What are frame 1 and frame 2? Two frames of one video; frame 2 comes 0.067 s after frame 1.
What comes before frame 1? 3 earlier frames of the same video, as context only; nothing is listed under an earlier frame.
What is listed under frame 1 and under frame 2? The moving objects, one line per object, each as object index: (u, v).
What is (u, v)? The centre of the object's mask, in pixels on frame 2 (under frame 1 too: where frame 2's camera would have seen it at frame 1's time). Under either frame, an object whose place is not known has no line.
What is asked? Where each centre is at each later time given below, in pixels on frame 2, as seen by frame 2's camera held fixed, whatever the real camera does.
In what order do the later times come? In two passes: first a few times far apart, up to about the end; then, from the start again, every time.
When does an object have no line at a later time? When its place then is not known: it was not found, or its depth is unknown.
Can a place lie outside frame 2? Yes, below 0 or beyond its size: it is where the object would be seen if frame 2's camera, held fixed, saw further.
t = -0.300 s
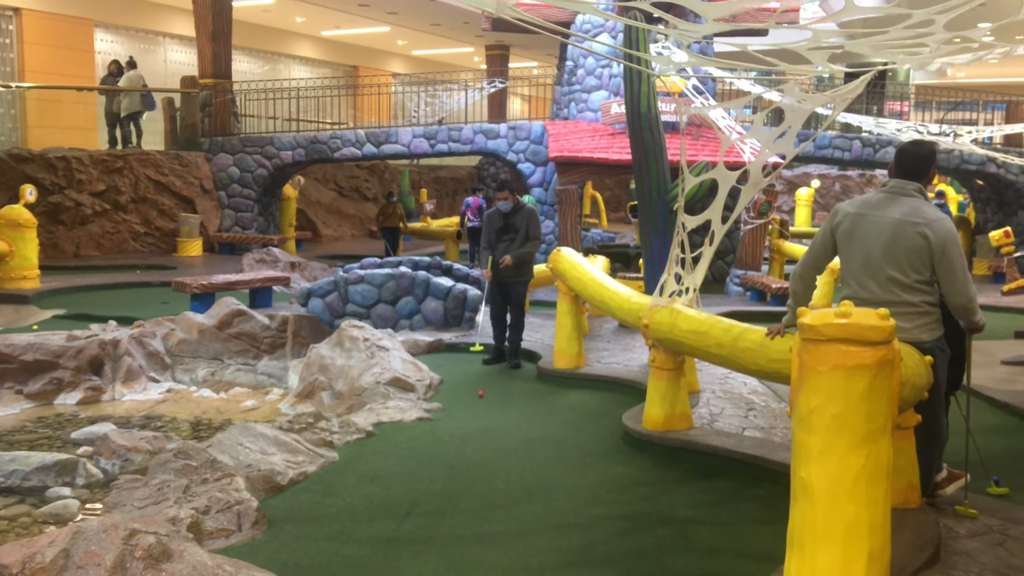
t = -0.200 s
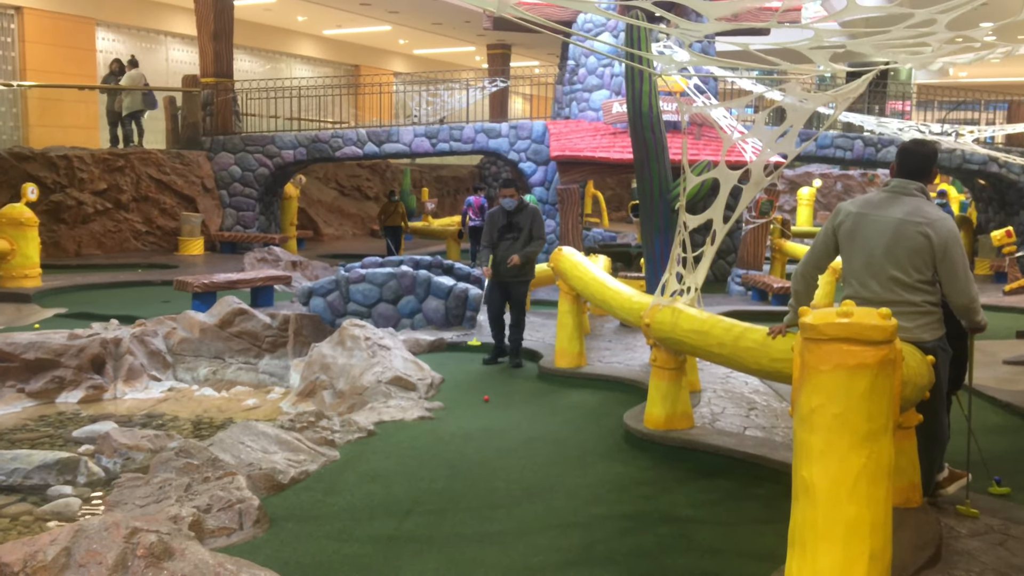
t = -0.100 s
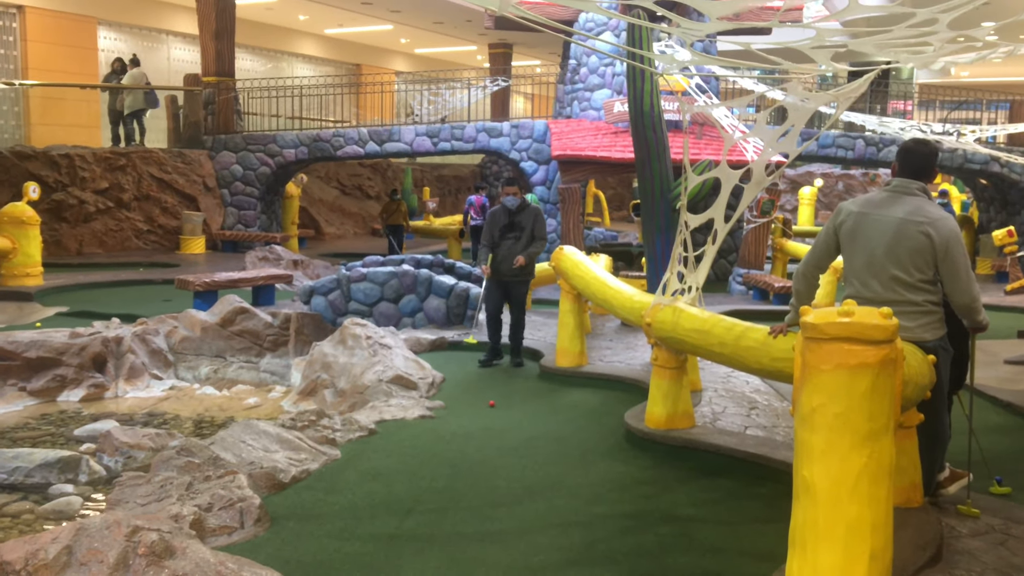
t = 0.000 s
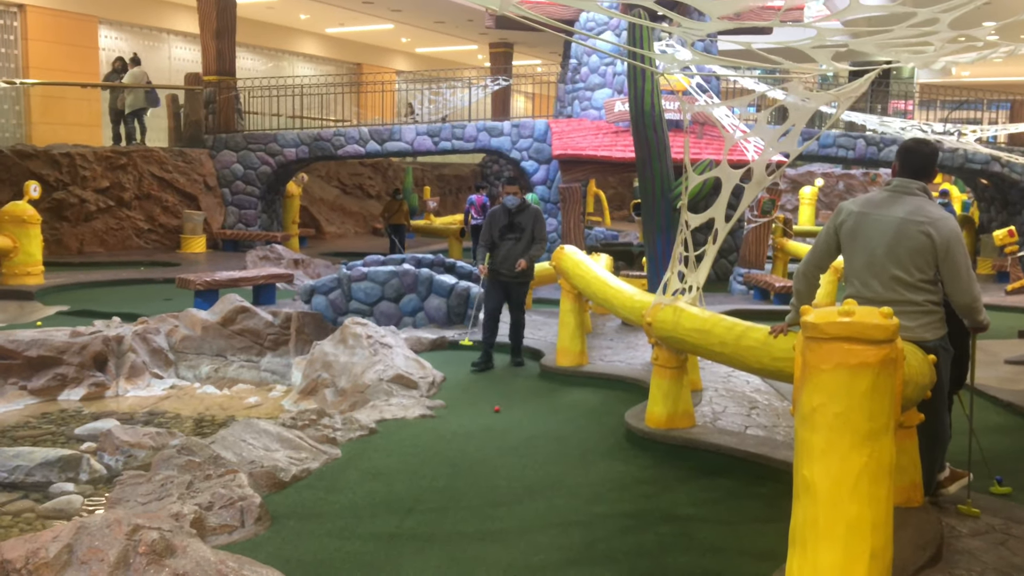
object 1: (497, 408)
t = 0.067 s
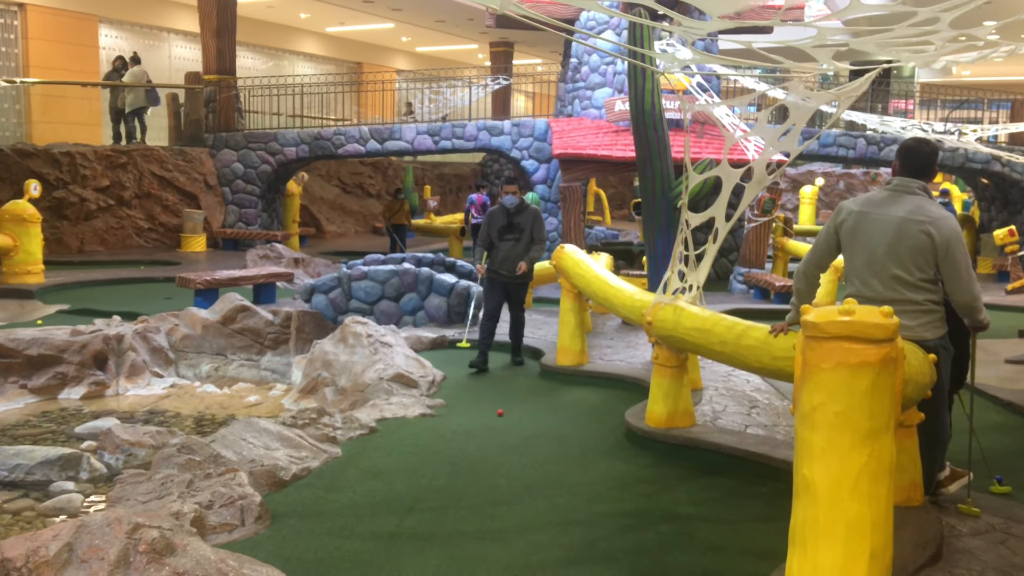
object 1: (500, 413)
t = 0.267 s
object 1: (511, 429)
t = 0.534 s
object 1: (530, 454)
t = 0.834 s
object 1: (558, 487)
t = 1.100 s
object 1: (586, 523)
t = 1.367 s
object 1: (617, 566)
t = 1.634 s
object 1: (645, 606)
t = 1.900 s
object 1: (667, 654)
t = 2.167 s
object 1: (688, 698)
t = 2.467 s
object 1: (703, 746)
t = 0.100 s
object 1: (502, 415)
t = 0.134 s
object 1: (503, 418)
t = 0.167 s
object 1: (505, 421)
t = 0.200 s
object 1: (507, 423)
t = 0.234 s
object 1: (509, 426)
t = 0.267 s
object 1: (511, 429)
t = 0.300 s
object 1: (513, 432)
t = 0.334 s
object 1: (515, 435)
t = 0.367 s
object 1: (517, 438)
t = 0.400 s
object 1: (520, 441)
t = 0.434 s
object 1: (522, 444)
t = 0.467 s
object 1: (525, 447)
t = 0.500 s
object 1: (528, 451)
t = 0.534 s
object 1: (530, 454)
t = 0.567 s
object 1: (533, 458)
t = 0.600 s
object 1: (535, 461)
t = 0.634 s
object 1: (539, 464)
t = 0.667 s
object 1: (542, 469)
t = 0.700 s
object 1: (545, 472)
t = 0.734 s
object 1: (548, 476)
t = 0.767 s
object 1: (551, 480)
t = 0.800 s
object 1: (555, 484)
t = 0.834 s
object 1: (558, 487)
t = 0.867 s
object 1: (562, 492)
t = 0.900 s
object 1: (565, 496)
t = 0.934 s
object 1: (569, 501)
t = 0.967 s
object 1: (572, 505)
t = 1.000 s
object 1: (576, 509)
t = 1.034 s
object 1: (580, 513)
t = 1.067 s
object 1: (583, 519)
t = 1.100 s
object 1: (586, 523)
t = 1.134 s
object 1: (590, 528)
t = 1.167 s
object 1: (593, 533)
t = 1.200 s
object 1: (598, 539)
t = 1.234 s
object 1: (601, 544)
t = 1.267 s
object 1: (605, 549)
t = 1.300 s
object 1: (609, 555)
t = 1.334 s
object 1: (613, 560)
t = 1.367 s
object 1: (617, 566)
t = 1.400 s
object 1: (621, 570)
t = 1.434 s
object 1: (624, 574)
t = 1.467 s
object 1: (627, 579)
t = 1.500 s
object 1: (631, 584)
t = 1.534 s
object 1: (634, 590)
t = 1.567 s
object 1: (638, 595)
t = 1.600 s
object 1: (641, 602)
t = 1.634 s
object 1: (645, 606)
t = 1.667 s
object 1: (647, 612)
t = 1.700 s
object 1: (650, 619)
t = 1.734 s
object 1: (654, 625)
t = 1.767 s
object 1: (656, 631)
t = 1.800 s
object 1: (659, 636)
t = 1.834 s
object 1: (662, 643)
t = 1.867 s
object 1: (664, 649)
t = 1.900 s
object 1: (667, 654)
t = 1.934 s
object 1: (670, 660)
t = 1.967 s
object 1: (673, 666)
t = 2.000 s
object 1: (675, 671)
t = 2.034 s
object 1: (678, 677)
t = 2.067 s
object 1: (681, 683)
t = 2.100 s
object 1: (683, 688)
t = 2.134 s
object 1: (685, 693)
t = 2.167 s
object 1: (688, 698)
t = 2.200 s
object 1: (689, 704)
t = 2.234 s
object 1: (692, 709)
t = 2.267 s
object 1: (693, 715)
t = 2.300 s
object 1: (695, 720)
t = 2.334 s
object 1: (697, 725)
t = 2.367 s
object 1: (698, 730)
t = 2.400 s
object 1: (700, 735)
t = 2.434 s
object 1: (701, 740)
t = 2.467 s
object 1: (703, 746)
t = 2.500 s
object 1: (704, 751)
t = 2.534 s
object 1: (705, 756)
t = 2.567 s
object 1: (707, 762)
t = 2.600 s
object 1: (708, 767)
